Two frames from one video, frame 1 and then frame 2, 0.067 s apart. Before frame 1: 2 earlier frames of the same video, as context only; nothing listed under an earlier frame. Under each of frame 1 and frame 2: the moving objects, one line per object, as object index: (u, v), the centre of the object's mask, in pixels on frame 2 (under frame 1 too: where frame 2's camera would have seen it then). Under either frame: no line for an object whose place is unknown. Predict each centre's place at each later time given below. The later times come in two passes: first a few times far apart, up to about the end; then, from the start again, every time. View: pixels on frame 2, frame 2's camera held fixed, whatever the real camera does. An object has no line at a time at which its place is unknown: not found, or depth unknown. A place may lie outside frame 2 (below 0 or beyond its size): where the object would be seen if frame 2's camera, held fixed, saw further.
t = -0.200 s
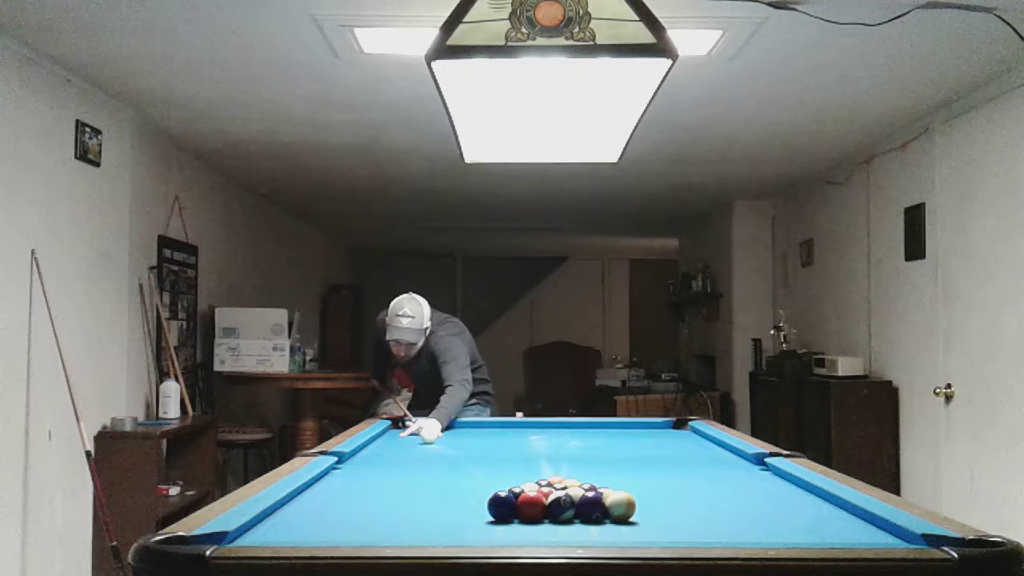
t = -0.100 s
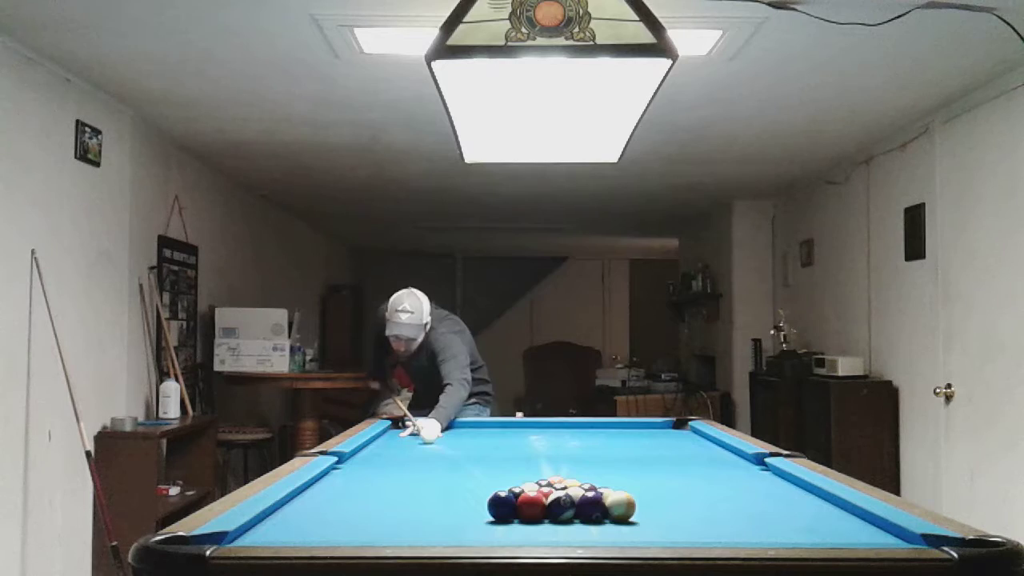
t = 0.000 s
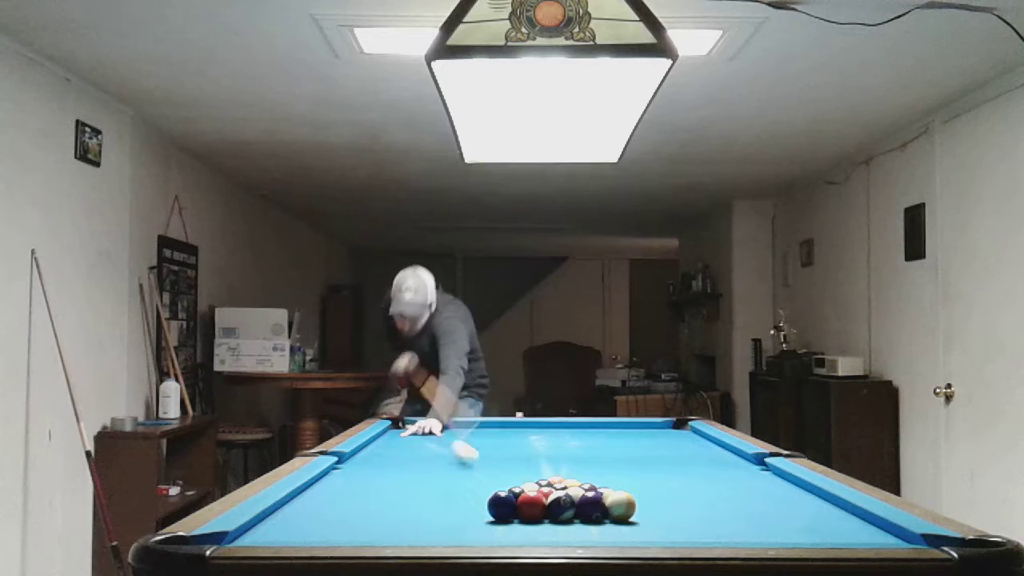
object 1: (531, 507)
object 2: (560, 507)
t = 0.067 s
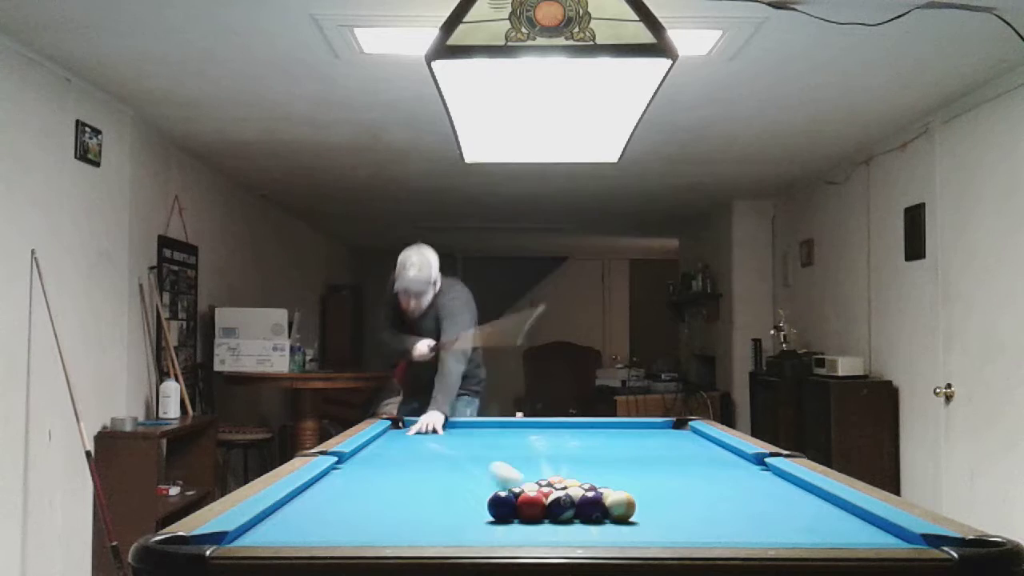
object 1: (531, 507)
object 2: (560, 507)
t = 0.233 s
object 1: (490, 519)
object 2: (538, 526)
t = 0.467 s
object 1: (421, 532)
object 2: (518, 523)
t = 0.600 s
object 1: (408, 528)
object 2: (553, 512)
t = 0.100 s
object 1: (527, 507)
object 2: (558, 508)
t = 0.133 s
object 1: (517, 510)
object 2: (553, 513)
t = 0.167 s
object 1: (509, 513)
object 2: (548, 518)
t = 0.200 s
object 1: (499, 516)
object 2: (543, 523)
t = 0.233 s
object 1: (490, 519)
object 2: (538, 526)
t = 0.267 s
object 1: (481, 522)
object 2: (532, 529)
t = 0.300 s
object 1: (471, 524)
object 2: (527, 533)
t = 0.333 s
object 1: (461, 526)
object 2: (524, 530)
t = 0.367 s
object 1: (452, 528)
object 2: (523, 529)
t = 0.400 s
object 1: (441, 529)
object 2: (522, 527)
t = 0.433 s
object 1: (431, 531)
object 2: (520, 525)
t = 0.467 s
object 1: (421, 532)
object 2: (518, 523)
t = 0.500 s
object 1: (418, 531)
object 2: (516, 520)
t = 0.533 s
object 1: (415, 530)
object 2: (515, 517)
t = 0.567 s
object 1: (411, 529)
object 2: (534, 513)
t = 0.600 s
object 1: (408, 528)
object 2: (553, 512)
